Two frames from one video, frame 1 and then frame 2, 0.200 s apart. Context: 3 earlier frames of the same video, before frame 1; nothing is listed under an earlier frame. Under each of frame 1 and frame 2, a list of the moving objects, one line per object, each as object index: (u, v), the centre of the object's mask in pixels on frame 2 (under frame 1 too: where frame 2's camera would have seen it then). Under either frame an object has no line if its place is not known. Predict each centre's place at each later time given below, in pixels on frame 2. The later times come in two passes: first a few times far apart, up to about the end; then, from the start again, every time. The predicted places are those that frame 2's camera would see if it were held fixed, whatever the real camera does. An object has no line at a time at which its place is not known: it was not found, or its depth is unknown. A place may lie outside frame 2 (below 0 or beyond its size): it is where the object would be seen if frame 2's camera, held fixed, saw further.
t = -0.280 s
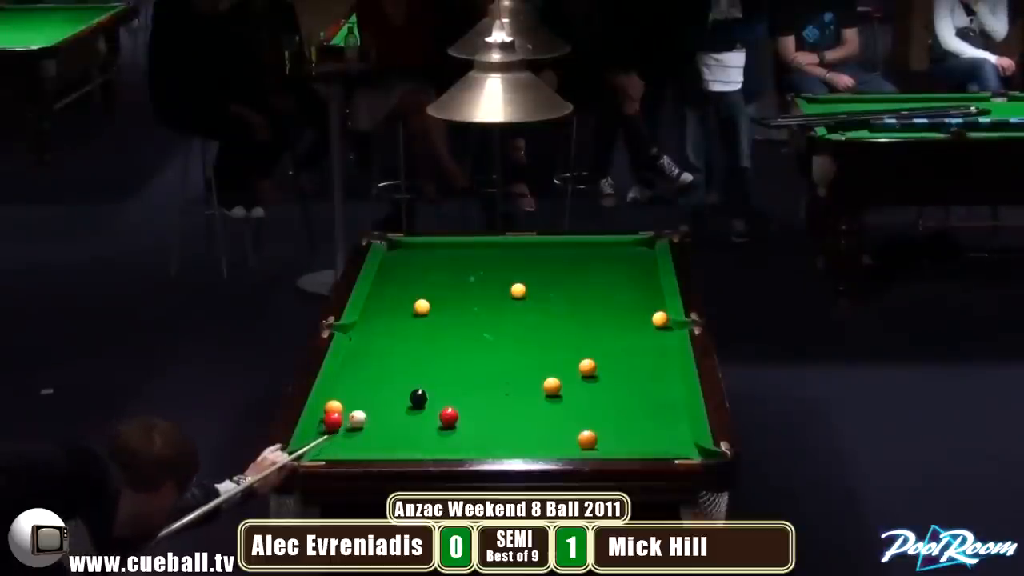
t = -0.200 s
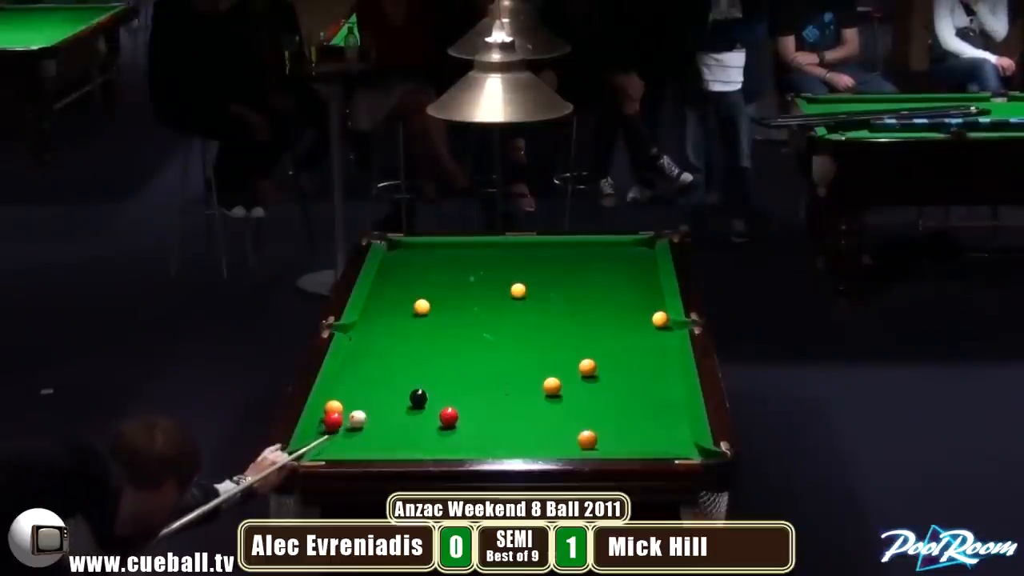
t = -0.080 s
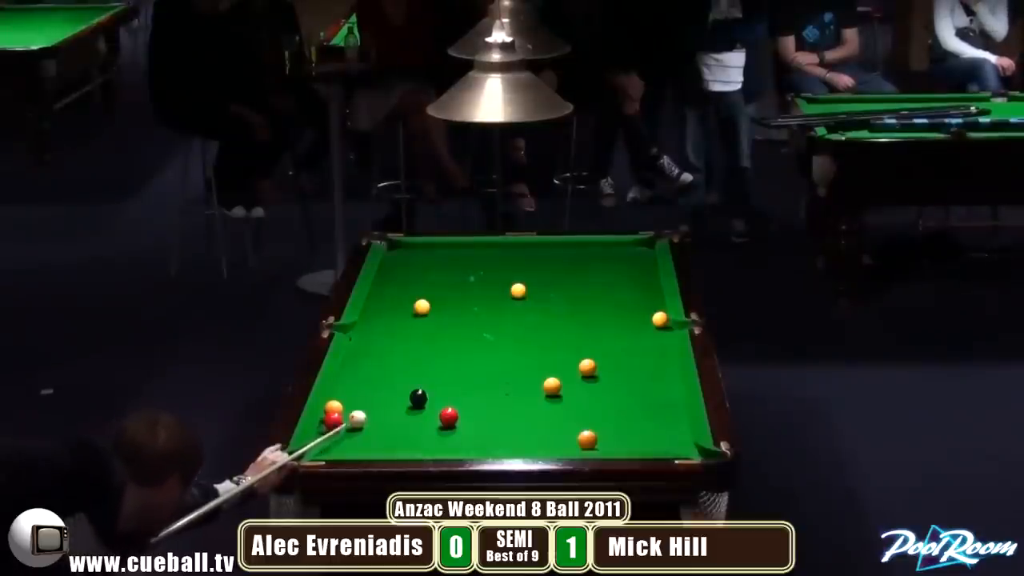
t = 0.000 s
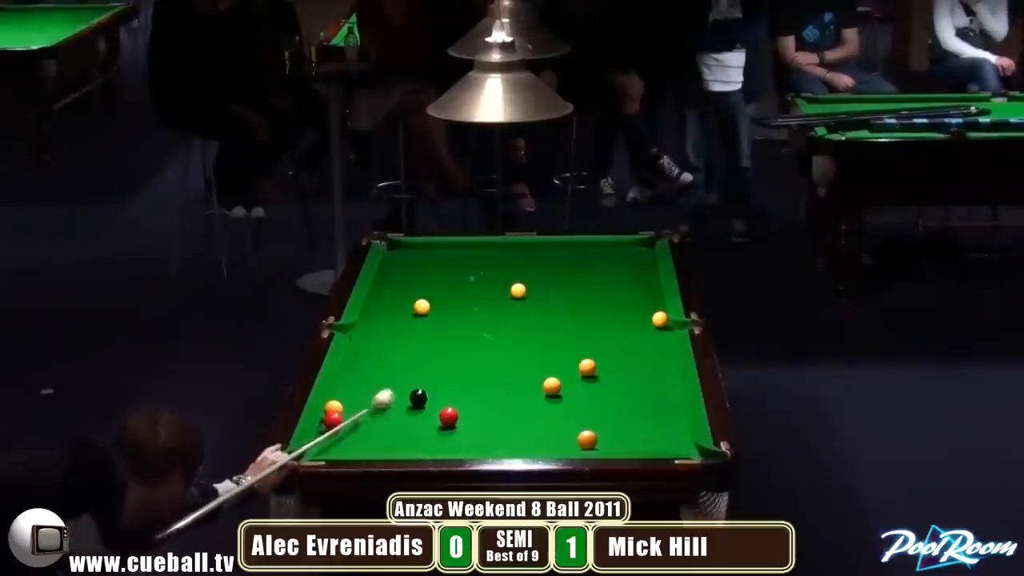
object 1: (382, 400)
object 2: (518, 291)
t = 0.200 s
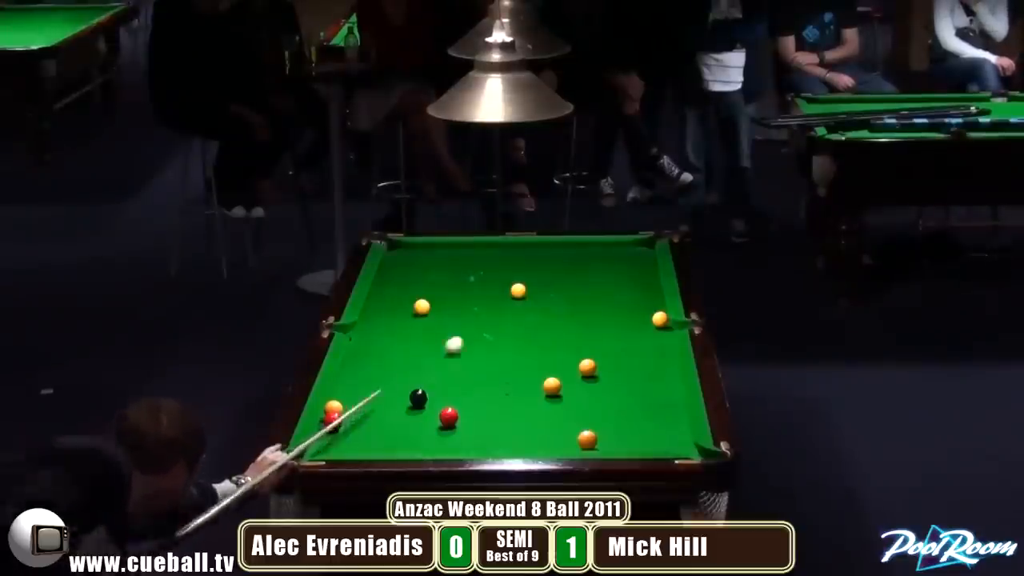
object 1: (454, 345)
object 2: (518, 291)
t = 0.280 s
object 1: (477, 327)
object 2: (518, 291)
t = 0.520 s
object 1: (542, 294)
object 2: (517, 278)
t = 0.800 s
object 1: (614, 283)
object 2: (514, 249)
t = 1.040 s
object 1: (643, 273)
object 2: (511, 254)
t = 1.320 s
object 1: (610, 265)
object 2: (507, 269)
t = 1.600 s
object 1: (580, 256)
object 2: (504, 283)
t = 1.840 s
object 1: (556, 250)
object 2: (501, 296)
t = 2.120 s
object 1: (532, 244)
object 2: (497, 311)
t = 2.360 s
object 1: (516, 248)
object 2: (494, 323)
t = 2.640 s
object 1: (499, 251)
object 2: (489, 338)
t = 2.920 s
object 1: (483, 254)
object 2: (485, 352)
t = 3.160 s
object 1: (472, 256)
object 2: (481, 364)
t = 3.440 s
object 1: (460, 258)
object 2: (475, 378)
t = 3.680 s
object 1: (451, 260)
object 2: (471, 389)
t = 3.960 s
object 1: (443, 261)
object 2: (466, 402)
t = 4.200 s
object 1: (438, 262)
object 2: (463, 412)
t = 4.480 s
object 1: (435, 263)
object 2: (471, 418)
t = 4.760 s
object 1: (433, 264)
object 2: (478, 423)
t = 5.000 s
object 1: (432, 264)
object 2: (484, 426)
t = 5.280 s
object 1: (432, 264)
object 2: (488, 431)
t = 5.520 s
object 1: (432, 265)
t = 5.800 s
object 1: (433, 264)
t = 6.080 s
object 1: (432, 264)
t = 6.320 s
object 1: (432, 264)
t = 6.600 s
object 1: (433, 264)
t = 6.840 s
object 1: (433, 264)
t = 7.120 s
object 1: (432, 264)
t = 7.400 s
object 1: (433, 264)
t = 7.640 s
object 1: (432, 264)
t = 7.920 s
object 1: (432, 264)
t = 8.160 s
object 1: (433, 264)
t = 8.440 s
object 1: (433, 264)
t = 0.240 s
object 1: (466, 336)
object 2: (518, 291)
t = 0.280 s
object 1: (477, 327)
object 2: (518, 291)
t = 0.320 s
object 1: (489, 318)
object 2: (518, 291)
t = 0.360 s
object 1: (499, 310)
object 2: (518, 291)
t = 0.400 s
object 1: (510, 302)
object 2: (519, 290)
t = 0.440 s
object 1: (521, 295)
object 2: (517, 285)
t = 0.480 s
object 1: (531, 295)
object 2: (517, 284)
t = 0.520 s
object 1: (542, 294)
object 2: (517, 278)
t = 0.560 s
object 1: (553, 293)
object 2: (516, 273)
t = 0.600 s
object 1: (563, 292)
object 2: (516, 268)
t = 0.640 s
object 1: (573, 290)
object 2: (515, 264)
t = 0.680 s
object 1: (583, 288)
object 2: (515, 260)
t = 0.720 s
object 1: (593, 287)
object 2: (515, 256)
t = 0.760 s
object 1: (604, 285)
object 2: (514, 252)
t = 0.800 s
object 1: (614, 283)
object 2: (514, 249)
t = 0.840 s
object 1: (623, 281)
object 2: (513, 245)
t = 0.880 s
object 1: (633, 279)
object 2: (513, 245)
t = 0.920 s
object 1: (643, 277)
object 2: (512, 248)
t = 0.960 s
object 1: (652, 276)
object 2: (512, 250)
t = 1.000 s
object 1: (648, 274)
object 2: (511, 252)
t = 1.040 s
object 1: (643, 273)
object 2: (511, 254)
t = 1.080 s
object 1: (638, 272)
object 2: (510, 256)
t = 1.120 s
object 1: (633, 270)
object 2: (510, 258)
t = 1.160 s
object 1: (628, 269)
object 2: (509, 260)
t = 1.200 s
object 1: (624, 268)
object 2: (509, 263)
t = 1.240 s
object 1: (619, 267)
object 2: (508, 264)
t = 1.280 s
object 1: (614, 266)
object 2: (508, 266)
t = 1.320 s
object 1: (610, 265)
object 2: (507, 269)
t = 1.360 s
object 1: (605, 263)
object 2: (507, 270)
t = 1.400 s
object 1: (601, 262)
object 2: (507, 273)
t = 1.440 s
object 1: (597, 261)
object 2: (506, 275)
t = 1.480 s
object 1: (592, 260)
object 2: (506, 277)
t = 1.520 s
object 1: (588, 259)
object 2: (505, 279)
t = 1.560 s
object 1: (584, 258)
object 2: (505, 281)
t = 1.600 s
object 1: (580, 256)
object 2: (504, 283)
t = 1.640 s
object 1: (576, 255)
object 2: (504, 285)
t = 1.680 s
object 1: (572, 254)
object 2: (503, 288)
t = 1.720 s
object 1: (568, 253)
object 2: (503, 290)
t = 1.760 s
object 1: (564, 252)
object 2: (502, 292)
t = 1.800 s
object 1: (560, 251)
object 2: (502, 294)
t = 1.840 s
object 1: (556, 250)
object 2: (501, 296)
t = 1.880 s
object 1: (553, 249)
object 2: (501, 298)
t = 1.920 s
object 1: (549, 248)
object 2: (500, 300)
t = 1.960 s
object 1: (546, 247)
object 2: (500, 302)
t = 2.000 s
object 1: (542, 246)
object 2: (499, 304)
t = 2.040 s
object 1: (538, 245)
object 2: (499, 307)
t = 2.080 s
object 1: (535, 244)
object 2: (498, 308)
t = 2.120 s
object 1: (532, 244)
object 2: (497, 311)
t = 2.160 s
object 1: (529, 245)
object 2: (497, 313)
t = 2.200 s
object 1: (527, 246)
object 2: (496, 315)
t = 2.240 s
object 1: (524, 246)
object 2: (495, 317)
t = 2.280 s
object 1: (521, 247)
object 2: (495, 319)
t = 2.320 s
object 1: (518, 247)
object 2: (494, 321)
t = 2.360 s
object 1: (516, 248)
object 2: (494, 323)
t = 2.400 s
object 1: (513, 249)
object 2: (493, 325)
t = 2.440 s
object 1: (511, 249)
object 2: (492, 327)
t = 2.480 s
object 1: (508, 249)
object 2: (492, 329)
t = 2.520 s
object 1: (506, 250)
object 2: (491, 332)
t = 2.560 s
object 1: (503, 250)
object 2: (491, 334)
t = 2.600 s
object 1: (501, 250)
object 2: (490, 336)
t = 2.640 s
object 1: (499, 251)
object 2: (489, 338)
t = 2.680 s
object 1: (496, 252)
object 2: (489, 340)
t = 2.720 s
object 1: (494, 252)
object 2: (488, 342)
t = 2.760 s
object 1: (492, 252)
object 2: (487, 344)
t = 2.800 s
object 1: (490, 253)
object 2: (487, 346)
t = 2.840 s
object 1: (487, 253)
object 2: (486, 348)
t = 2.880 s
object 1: (485, 253)
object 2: (485, 350)
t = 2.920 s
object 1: (483, 254)
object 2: (485, 352)
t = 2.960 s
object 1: (481, 254)
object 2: (484, 354)
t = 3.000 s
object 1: (479, 255)
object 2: (483, 356)
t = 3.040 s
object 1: (477, 255)
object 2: (482, 358)
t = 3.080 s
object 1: (475, 255)
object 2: (482, 360)
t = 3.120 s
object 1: (473, 256)
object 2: (481, 361)
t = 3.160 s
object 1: (472, 256)
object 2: (481, 364)
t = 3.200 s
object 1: (470, 256)
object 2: (480, 366)
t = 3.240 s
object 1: (468, 257)
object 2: (479, 368)
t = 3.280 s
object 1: (466, 258)
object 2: (478, 370)
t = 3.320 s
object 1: (465, 257)
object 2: (478, 372)
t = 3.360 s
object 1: (463, 257)
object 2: (477, 374)
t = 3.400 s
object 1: (461, 258)
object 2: (476, 376)
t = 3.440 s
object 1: (460, 258)
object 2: (475, 378)
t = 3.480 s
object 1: (458, 259)
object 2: (475, 380)
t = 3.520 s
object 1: (457, 259)
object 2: (474, 382)
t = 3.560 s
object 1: (455, 259)
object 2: (473, 384)
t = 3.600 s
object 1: (454, 259)
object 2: (472, 385)
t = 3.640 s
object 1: (453, 260)
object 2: (471, 387)
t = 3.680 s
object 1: (451, 260)
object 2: (471, 389)
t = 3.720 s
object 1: (450, 260)
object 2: (470, 391)
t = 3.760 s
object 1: (449, 260)
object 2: (469, 393)
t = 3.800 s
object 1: (448, 261)
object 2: (469, 395)
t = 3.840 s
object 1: (447, 261)
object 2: (467, 397)
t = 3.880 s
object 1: (446, 261)
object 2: (467, 399)
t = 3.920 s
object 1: (444, 262)
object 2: (466, 401)
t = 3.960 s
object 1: (443, 261)
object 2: (466, 402)
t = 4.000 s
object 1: (443, 262)
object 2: (465, 404)
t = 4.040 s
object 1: (442, 262)
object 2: (464, 406)
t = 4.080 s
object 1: (441, 262)
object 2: (464, 407)
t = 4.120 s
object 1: (440, 262)
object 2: (464, 409)
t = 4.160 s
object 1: (439, 262)
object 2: (463, 411)
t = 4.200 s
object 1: (438, 262)
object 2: (463, 412)
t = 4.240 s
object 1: (438, 262)
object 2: (464, 413)
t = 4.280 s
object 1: (437, 263)
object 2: (465, 414)
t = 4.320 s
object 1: (437, 263)
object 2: (466, 415)
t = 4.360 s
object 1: (437, 262)
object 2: (467, 416)
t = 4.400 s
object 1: (436, 263)
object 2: (469, 417)
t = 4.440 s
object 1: (436, 263)
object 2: (470, 417)
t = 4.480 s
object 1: (435, 263)
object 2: (471, 418)
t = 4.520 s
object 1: (434, 263)
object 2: (472, 419)
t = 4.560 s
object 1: (434, 263)
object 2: (473, 420)
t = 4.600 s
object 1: (433, 264)
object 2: (474, 420)
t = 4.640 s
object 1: (433, 264)
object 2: (475, 421)
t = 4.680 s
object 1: (433, 264)
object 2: (476, 422)
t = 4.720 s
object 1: (433, 264)
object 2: (477, 422)
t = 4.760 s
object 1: (433, 264)
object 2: (478, 423)
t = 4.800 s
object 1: (433, 264)
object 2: (479, 424)
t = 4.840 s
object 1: (433, 264)
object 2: (480, 424)
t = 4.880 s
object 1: (432, 264)
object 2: (481, 425)
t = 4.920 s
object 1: (432, 264)
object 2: (482, 426)
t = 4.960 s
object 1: (432, 264)
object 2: (483, 426)
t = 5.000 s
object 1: (432, 264)
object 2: (484, 426)
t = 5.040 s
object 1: (432, 264)
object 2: (484, 427)
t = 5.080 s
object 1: (432, 264)
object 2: (485, 429)
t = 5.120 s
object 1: (432, 264)
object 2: (486, 429)
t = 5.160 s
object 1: (432, 264)
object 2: (486, 429)
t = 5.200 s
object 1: (432, 264)
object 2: (487, 430)
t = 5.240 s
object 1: (432, 264)
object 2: (487, 430)
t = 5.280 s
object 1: (432, 264)
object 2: (488, 431)
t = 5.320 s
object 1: (432, 264)
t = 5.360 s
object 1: (432, 264)
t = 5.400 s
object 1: (433, 264)
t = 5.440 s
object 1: (433, 264)
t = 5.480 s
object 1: (433, 264)
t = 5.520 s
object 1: (432, 265)
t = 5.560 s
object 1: (433, 264)
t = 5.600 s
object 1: (432, 264)
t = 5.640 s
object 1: (433, 264)
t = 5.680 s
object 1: (432, 264)
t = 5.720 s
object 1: (433, 264)
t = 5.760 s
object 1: (433, 264)
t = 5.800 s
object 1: (433, 264)
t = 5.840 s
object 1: (433, 264)
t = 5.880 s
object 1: (433, 264)
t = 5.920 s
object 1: (433, 264)
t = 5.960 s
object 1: (433, 264)
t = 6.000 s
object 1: (432, 264)
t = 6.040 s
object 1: (432, 264)
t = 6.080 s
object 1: (432, 264)
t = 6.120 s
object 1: (432, 264)
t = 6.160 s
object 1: (433, 263)
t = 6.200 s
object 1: (432, 264)
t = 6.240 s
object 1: (433, 264)
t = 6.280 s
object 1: (433, 264)
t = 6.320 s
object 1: (432, 264)
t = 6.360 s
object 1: (432, 264)
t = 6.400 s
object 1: (432, 264)
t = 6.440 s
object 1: (432, 264)
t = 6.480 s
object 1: (432, 264)
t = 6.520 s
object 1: (432, 264)
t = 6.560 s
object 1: (432, 263)
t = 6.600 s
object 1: (433, 264)
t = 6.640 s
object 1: (432, 264)
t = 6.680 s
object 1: (432, 264)
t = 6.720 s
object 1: (432, 264)
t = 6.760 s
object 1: (432, 264)
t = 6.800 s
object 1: (432, 264)
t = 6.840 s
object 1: (433, 264)
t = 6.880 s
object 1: (433, 264)
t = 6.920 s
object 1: (432, 264)
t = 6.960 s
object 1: (432, 264)
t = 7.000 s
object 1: (433, 264)
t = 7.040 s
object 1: (433, 264)
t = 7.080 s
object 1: (433, 264)
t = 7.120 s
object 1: (432, 264)
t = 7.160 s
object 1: (432, 264)
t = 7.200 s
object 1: (433, 264)
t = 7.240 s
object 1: (433, 264)
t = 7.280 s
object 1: (433, 264)
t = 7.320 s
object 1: (433, 264)
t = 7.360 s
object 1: (432, 264)
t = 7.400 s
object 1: (433, 264)
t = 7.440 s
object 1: (433, 264)
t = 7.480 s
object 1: (432, 264)
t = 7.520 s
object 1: (433, 264)
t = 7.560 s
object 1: (433, 264)
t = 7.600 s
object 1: (432, 264)
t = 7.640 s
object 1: (432, 264)
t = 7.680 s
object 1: (432, 264)
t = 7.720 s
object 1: (432, 264)
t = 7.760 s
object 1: (433, 264)
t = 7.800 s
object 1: (433, 264)
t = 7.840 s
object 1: (432, 264)
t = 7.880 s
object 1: (432, 264)
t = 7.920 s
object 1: (432, 264)
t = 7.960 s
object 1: (432, 264)
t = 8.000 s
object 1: (433, 264)
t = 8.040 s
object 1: (433, 264)
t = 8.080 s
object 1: (432, 264)
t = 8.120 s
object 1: (433, 264)
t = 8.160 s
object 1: (433, 264)
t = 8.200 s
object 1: (433, 264)
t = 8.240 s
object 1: (433, 264)
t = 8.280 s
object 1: (433, 264)
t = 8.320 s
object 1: (433, 264)
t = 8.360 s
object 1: (433, 264)
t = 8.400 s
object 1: (433, 264)
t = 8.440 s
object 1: (433, 264)
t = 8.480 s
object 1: (433, 264)
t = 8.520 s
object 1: (433, 264)
